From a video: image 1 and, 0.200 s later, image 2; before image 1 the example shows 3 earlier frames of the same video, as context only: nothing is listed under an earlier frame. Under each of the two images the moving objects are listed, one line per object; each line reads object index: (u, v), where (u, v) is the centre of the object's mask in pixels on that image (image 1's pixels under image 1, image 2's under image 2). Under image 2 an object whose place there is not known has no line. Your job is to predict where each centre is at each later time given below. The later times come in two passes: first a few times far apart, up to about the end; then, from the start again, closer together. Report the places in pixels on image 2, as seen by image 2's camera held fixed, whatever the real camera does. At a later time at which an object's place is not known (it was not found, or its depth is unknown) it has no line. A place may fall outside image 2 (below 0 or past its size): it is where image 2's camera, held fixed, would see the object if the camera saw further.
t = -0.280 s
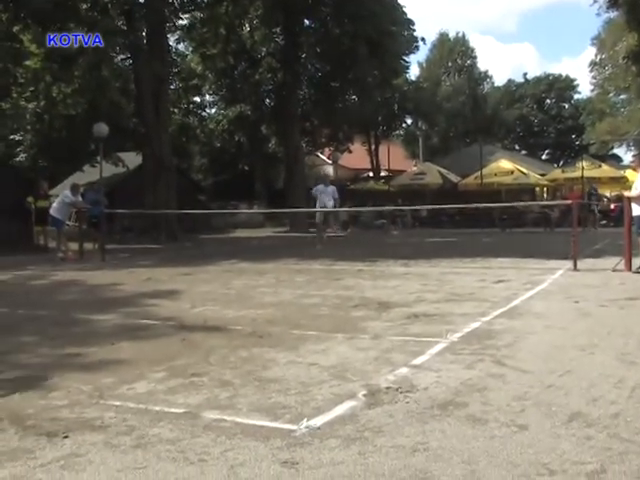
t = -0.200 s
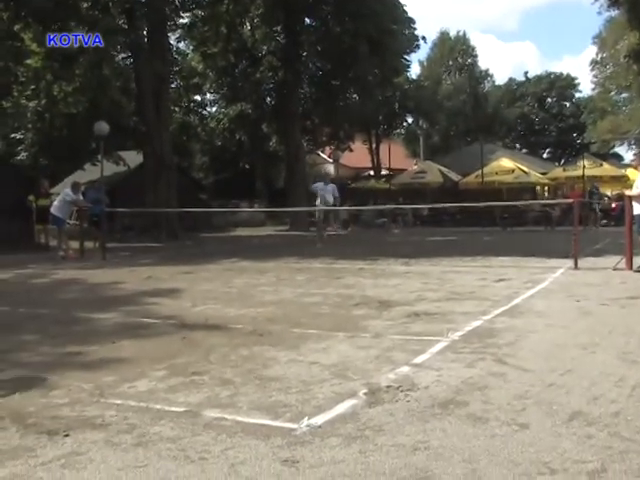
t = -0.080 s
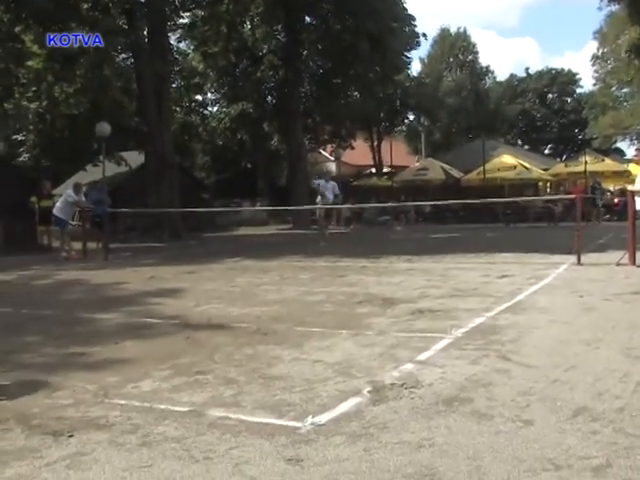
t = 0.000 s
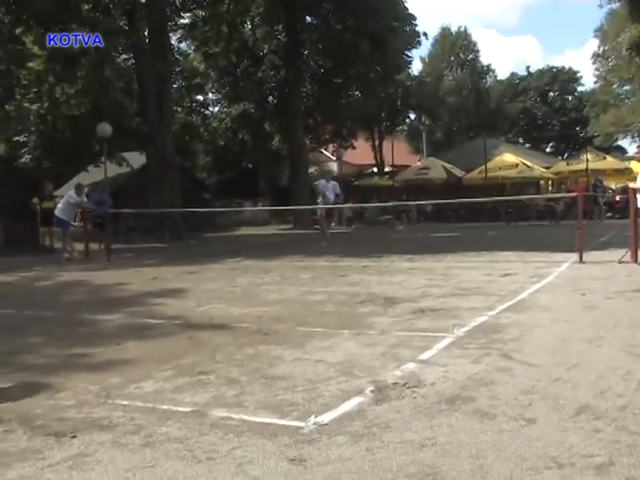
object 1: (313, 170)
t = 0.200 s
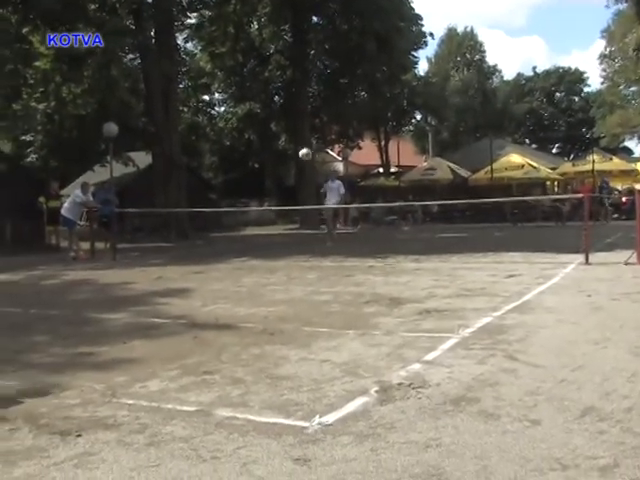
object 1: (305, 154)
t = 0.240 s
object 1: (302, 153)
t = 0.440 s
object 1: (286, 170)
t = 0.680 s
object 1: (259, 257)
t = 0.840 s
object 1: (235, 269)
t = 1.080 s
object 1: (180, 184)
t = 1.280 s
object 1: (100, 154)
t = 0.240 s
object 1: (302, 153)
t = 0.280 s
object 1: (299, 154)
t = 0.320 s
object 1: (295, 156)
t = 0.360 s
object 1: (292, 159)
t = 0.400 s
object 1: (289, 164)
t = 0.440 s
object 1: (286, 170)
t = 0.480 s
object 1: (282, 179)
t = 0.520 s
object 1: (278, 188)
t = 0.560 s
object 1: (274, 201)
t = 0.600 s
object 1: (269, 215)
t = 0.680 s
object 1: (259, 257)
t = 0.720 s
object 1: (254, 282)
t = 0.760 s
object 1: (249, 305)
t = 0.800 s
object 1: (242, 286)
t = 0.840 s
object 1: (235, 269)
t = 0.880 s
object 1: (228, 252)
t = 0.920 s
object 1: (222, 236)
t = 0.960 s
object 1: (212, 222)
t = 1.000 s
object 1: (202, 208)
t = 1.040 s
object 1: (191, 195)
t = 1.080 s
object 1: (180, 184)
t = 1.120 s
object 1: (166, 174)
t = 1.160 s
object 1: (152, 166)
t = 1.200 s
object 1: (136, 159)
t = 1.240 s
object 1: (117, 155)
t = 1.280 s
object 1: (100, 154)
